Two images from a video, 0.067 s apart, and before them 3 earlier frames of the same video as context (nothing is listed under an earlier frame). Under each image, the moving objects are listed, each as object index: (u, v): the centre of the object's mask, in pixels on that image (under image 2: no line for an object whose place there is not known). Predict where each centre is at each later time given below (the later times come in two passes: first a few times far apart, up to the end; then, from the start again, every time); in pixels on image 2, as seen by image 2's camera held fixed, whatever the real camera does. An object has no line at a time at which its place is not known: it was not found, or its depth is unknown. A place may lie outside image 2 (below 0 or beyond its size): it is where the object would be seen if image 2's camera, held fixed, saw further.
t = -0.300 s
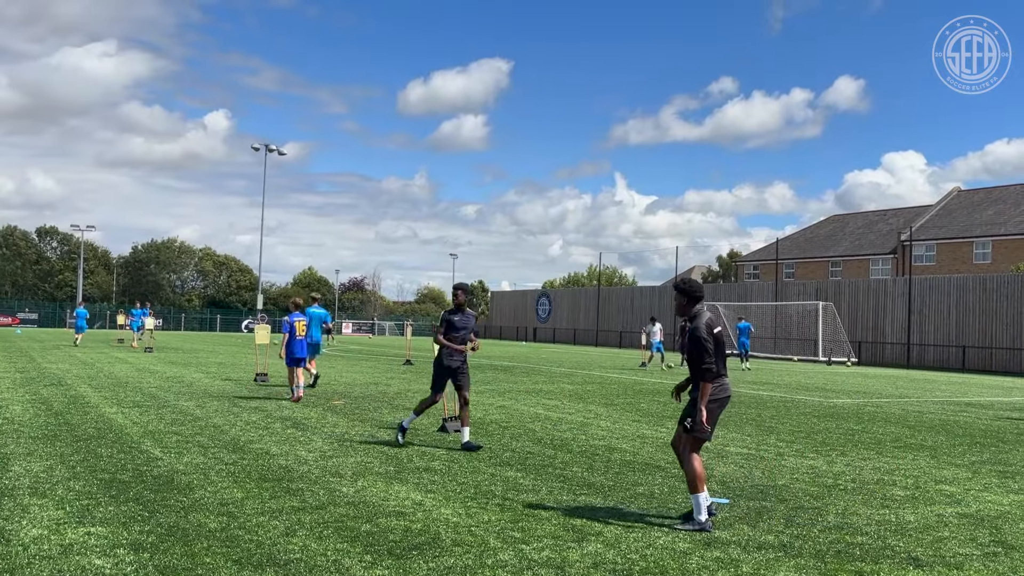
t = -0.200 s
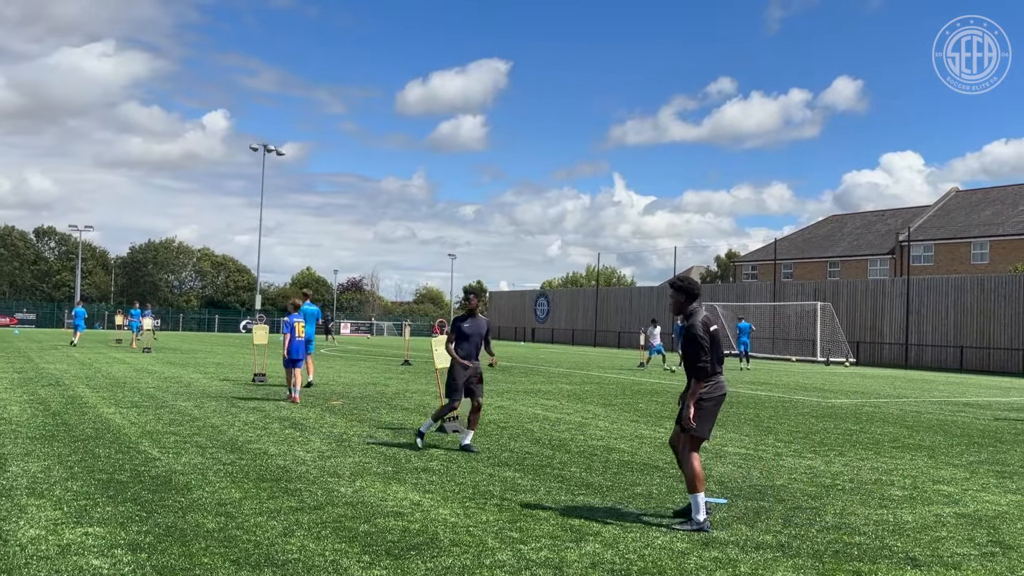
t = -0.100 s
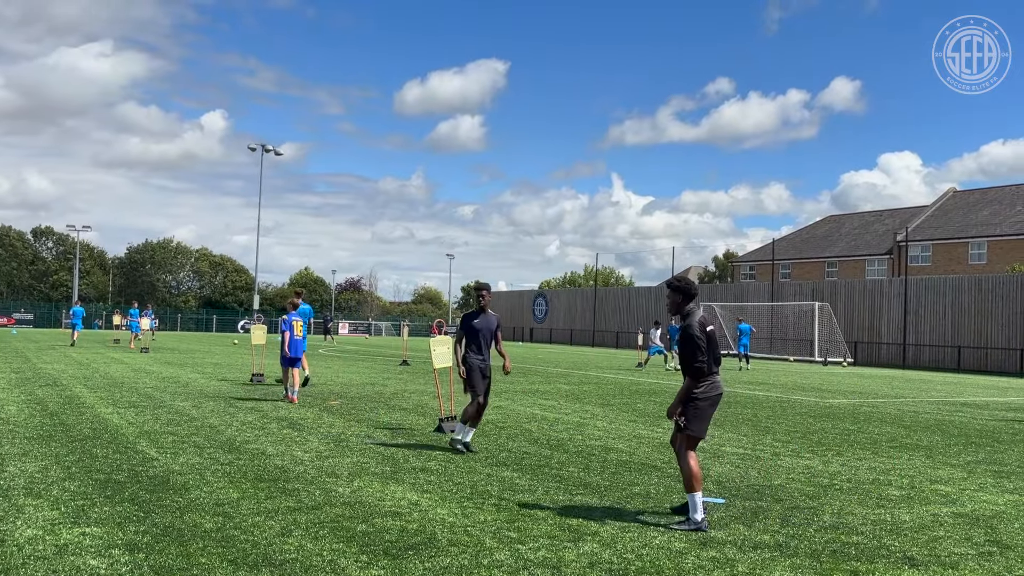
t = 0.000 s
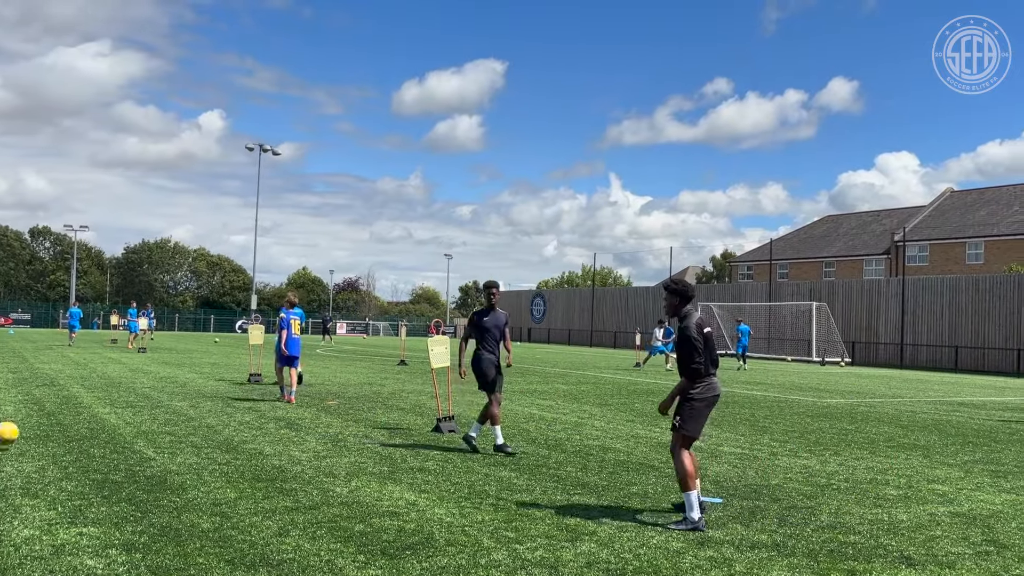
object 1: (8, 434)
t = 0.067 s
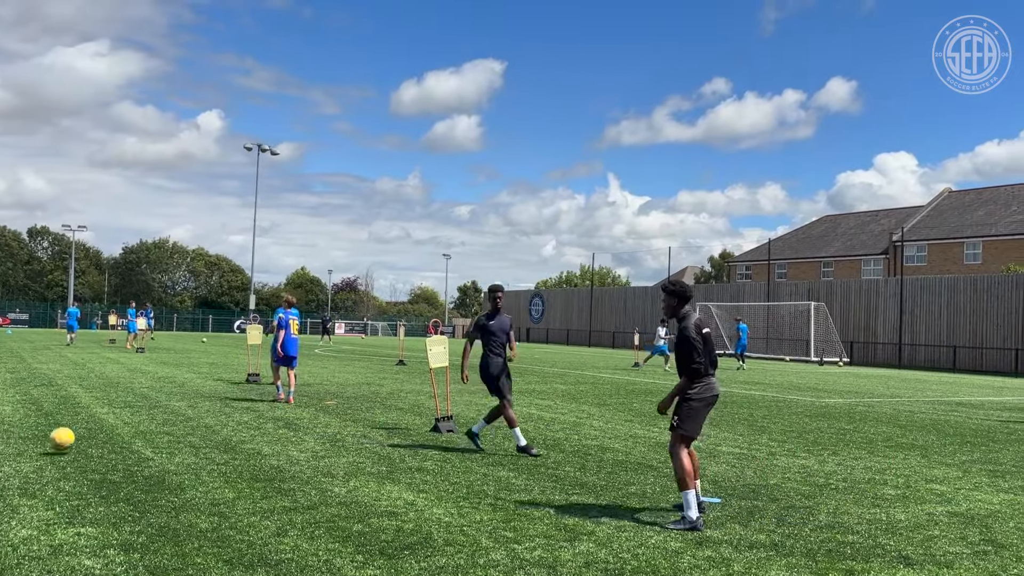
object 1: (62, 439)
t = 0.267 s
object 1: (240, 451)
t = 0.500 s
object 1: (458, 467)
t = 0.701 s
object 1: (654, 482)
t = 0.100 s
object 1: (91, 444)
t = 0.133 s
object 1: (120, 446)
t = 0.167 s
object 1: (150, 445)
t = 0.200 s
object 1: (180, 445)
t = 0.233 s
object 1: (210, 447)
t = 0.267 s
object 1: (240, 451)
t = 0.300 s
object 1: (270, 456)
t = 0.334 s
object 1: (301, 460)
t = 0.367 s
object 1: (332, 459)
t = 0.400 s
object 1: (363, 458)
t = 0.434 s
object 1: (395, 460)
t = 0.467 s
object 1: (426, 462)
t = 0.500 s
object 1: (458, 467)
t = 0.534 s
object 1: (489, 472)
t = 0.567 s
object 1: (521, 472)
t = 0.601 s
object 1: (555, 472)
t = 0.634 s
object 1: (588, 472)
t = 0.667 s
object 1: (620, 477)
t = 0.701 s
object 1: (654, 482)
